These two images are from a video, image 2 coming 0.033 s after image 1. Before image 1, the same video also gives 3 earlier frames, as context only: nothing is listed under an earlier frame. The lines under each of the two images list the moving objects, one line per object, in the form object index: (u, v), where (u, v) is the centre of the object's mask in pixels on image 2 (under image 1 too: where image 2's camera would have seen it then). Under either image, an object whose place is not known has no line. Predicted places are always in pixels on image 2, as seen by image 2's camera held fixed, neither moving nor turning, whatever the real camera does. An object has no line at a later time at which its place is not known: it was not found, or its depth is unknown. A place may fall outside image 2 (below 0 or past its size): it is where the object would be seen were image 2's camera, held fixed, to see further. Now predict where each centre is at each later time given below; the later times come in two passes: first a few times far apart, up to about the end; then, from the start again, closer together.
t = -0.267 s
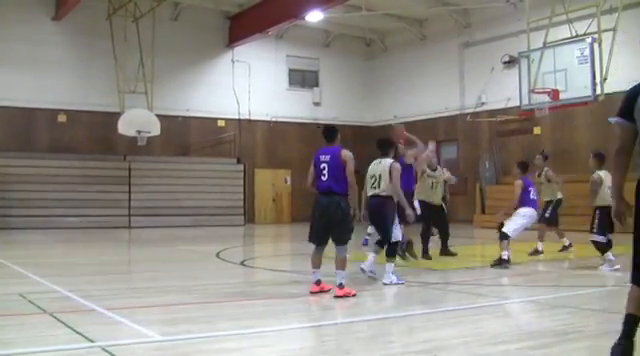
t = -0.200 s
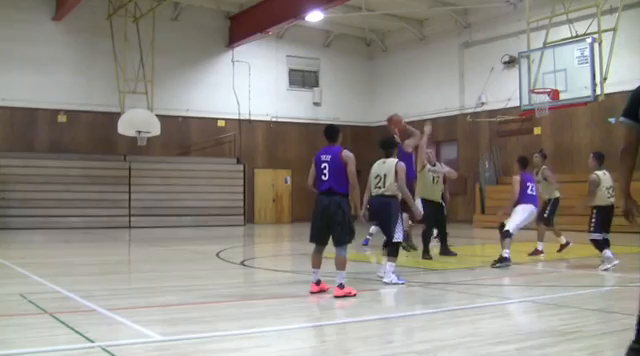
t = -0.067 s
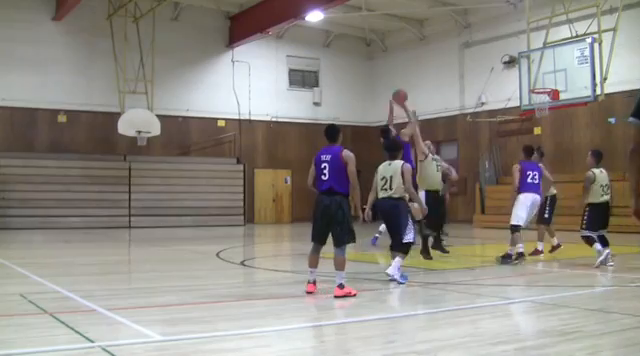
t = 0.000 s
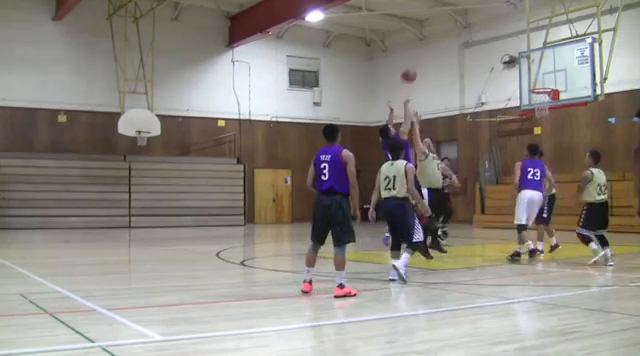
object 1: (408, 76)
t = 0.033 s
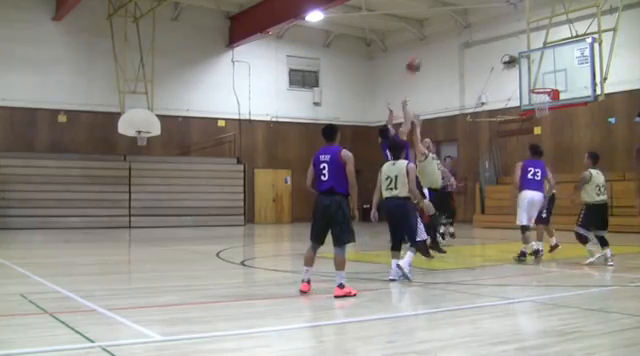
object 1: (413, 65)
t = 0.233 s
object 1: (440, 25)
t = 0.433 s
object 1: (464, 10)
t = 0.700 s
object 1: (496, 22)
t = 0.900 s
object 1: (519, 56)
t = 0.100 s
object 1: (422, 49)
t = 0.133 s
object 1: (426, 42)
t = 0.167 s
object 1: (431, 37)
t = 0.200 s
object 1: (435, 30)
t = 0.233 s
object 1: (440, 25)
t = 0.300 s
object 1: (449, 17)
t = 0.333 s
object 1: (453, 14)
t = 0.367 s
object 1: (457, 12)
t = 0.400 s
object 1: (460, 11)
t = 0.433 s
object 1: (464, 10)
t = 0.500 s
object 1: (473, 9)
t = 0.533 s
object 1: (477, 10)
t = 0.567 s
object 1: (481, 11)
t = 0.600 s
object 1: (485, 14)
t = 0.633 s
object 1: (488, 16)
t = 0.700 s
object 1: (496, 22)
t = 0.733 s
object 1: (500, 27)
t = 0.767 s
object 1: (504, 32)
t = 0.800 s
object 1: (508, 37)
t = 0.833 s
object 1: (511, 43)
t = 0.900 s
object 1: (519, 56)
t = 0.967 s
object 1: (525, 71)
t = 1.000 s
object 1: (529, 79)
